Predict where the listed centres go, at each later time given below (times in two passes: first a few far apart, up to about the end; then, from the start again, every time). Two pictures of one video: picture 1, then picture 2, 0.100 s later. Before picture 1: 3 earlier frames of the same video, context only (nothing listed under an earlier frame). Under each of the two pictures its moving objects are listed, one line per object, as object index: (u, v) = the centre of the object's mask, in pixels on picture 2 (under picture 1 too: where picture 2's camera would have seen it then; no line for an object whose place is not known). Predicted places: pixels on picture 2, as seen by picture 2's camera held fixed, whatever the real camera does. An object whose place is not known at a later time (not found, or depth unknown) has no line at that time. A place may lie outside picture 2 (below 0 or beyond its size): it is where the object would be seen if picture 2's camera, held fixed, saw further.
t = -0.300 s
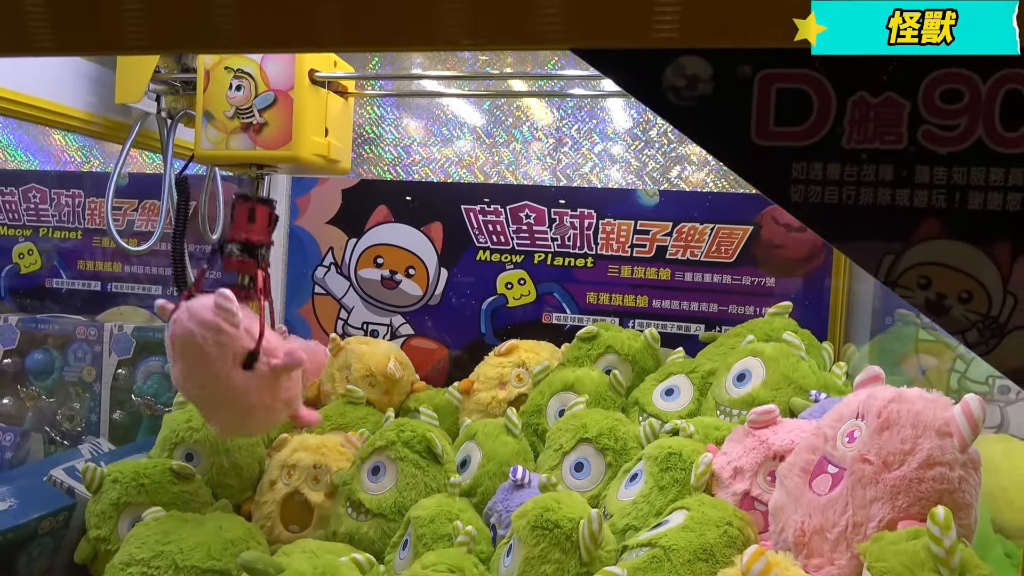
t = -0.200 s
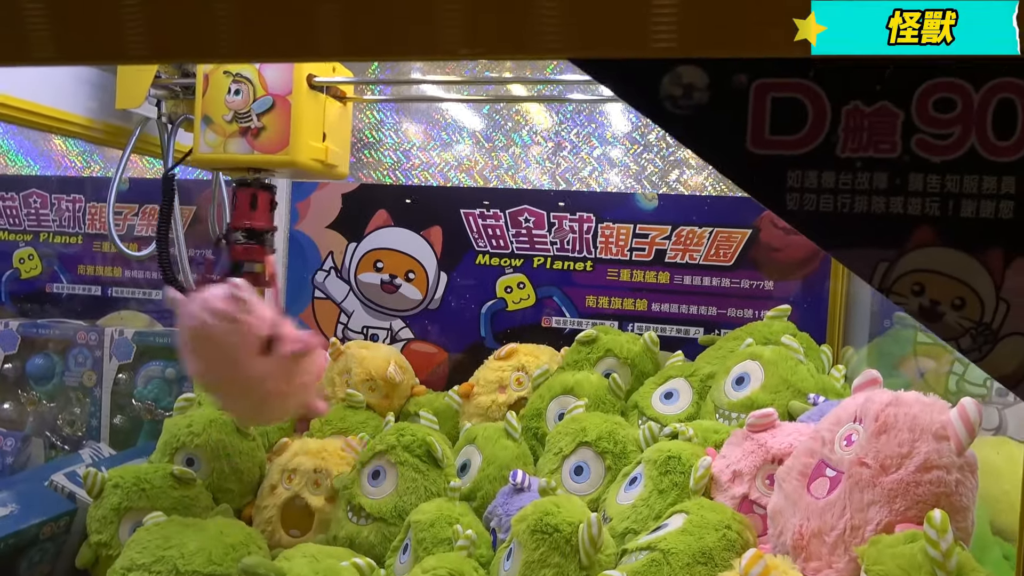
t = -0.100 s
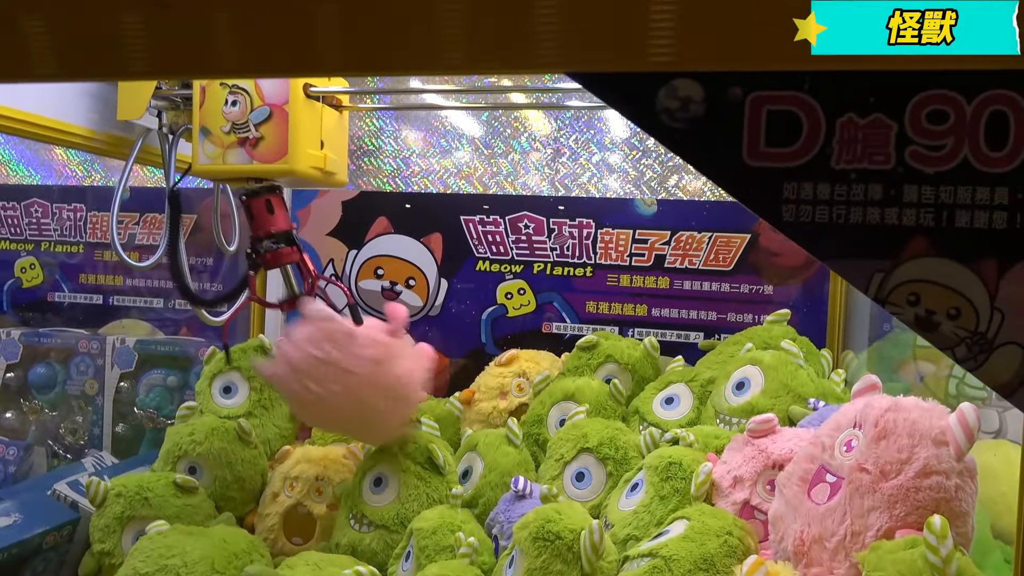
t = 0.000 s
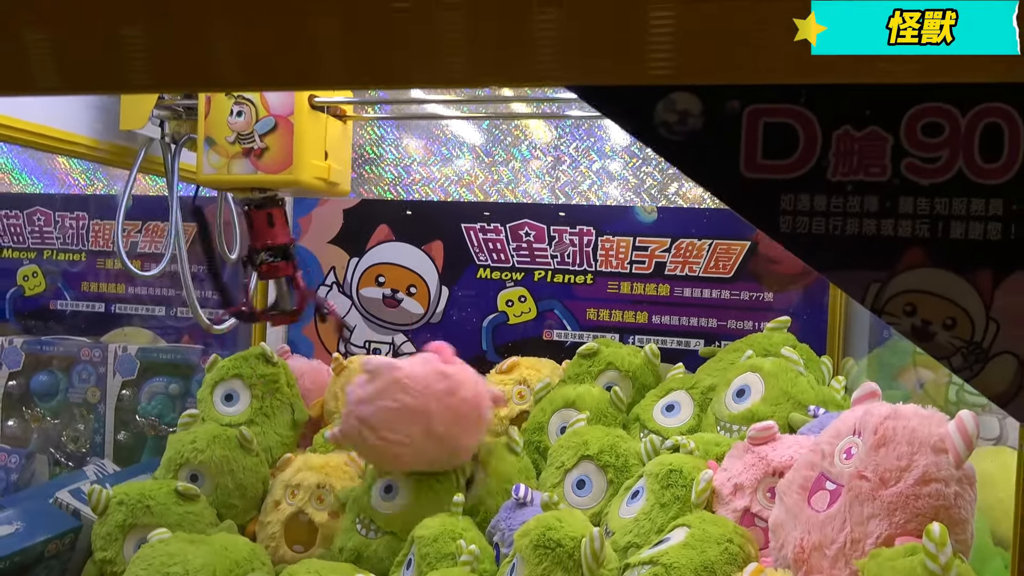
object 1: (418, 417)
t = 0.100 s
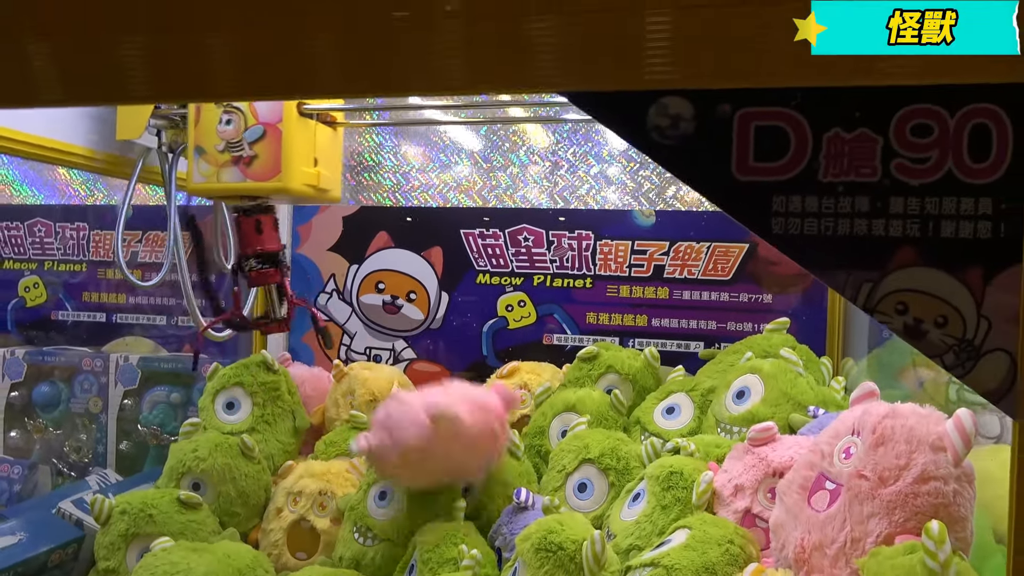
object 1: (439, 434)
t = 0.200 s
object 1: (453, 499)
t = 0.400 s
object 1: (448, 497)
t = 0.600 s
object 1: (409, 507)
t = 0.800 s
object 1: (373, 531)
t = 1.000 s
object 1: (376, 535)
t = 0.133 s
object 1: (445, 453)
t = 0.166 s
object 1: (451, 481)
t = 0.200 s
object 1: (453, 499)
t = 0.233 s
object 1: (455, 496)
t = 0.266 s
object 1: (456, 490)
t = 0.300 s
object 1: (455, 486)
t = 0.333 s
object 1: (452, 489)
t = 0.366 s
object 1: (450, 494)
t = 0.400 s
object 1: (448, 497)
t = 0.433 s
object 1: (445, 497)
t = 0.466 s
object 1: (440, 497)
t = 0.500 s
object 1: (435, 499)
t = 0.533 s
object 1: (429, 501)
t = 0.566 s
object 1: (420, 503)
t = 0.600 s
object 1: (409, 507)
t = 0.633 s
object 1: (398, 512)
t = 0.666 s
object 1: (389, 518)
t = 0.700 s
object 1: (377, 527)
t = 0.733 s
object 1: (369, 532)
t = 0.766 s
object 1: (370, 532)
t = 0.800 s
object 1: (373, 531)
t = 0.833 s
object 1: (376, 532)
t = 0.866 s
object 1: (377, 534)
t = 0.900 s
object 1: (377, 534)
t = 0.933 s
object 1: (377, 534)
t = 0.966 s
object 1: (376, 535)
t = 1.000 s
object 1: (376, 535)
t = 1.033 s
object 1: (376, 535)
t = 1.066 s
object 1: (376, 536)
